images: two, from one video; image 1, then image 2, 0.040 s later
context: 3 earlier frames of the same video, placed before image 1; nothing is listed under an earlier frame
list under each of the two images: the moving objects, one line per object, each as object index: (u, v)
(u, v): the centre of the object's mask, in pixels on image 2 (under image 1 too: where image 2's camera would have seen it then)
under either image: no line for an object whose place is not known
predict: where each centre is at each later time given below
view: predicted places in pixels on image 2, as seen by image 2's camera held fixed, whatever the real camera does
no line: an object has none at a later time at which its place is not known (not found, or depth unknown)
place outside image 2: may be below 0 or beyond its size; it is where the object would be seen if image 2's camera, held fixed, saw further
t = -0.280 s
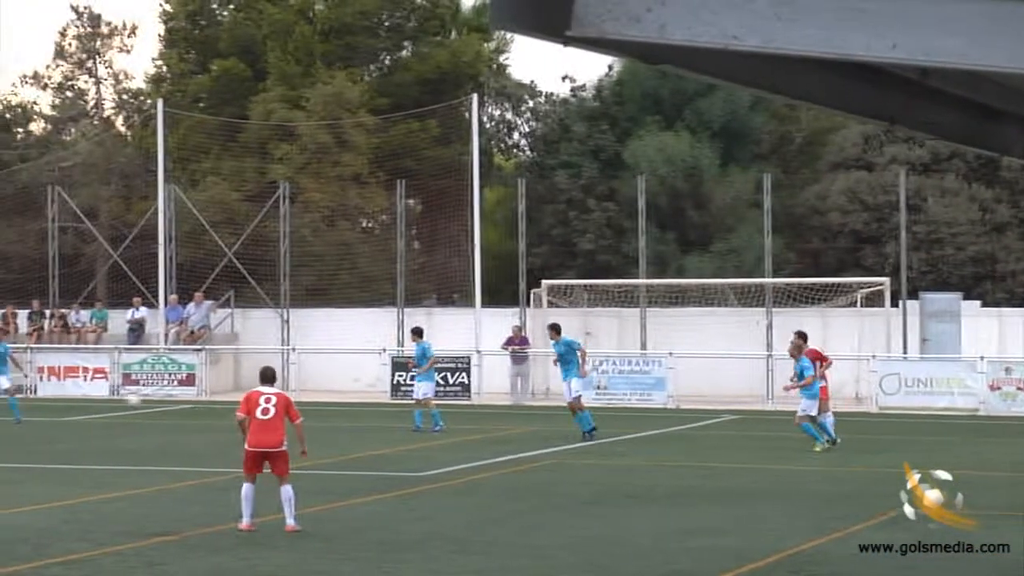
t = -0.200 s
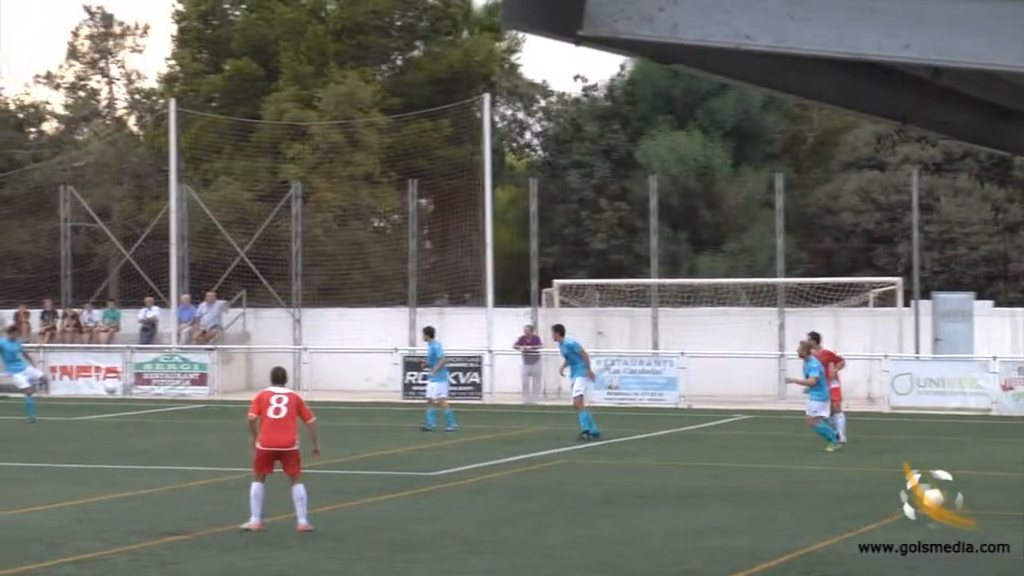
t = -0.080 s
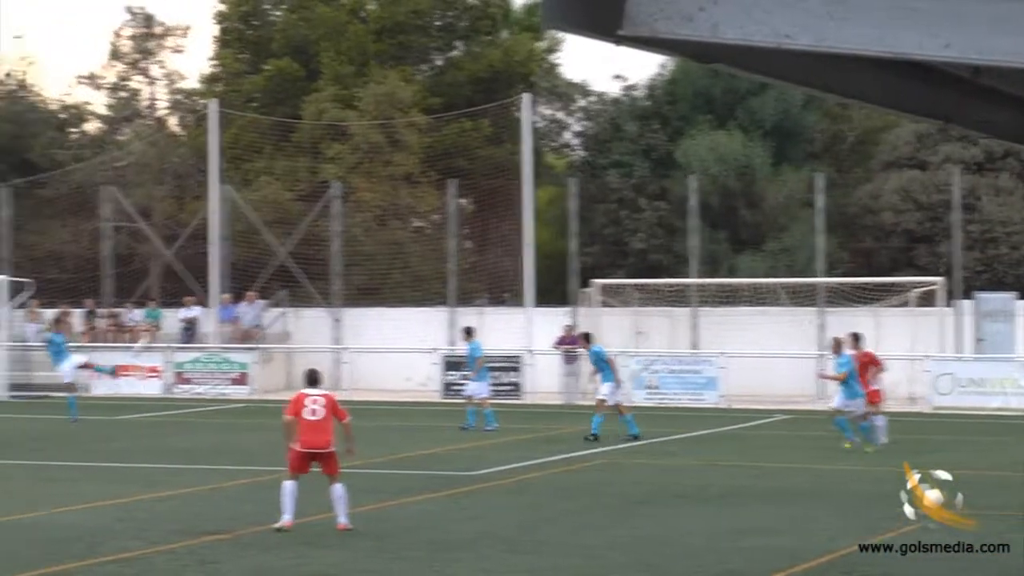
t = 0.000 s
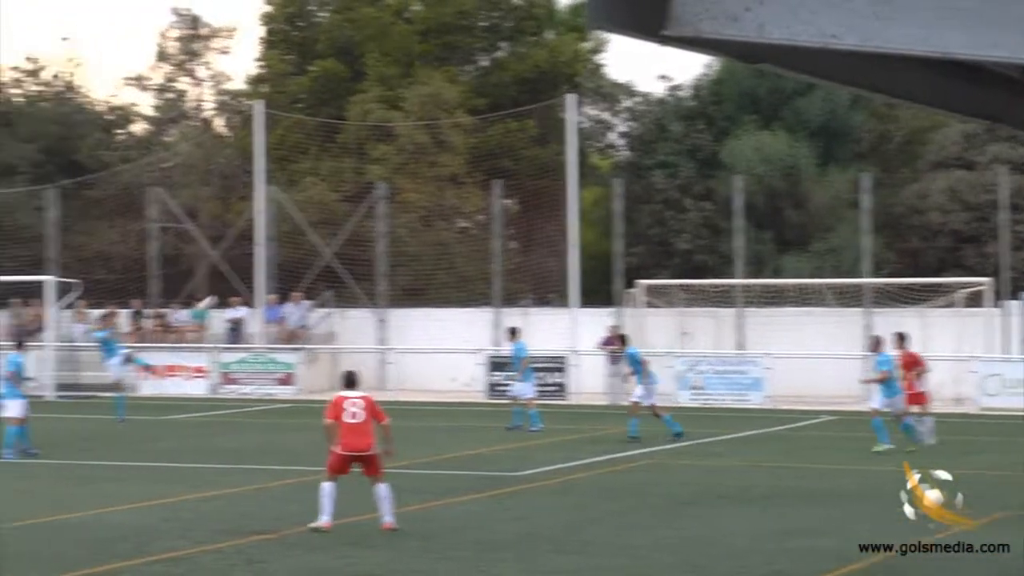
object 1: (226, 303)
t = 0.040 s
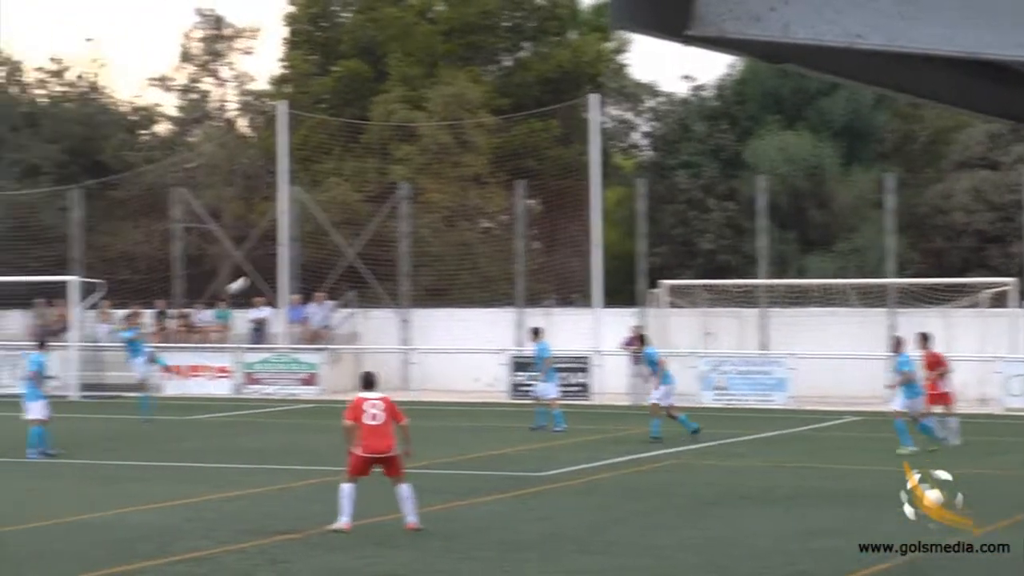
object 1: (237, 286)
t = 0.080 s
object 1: (250, 267)
